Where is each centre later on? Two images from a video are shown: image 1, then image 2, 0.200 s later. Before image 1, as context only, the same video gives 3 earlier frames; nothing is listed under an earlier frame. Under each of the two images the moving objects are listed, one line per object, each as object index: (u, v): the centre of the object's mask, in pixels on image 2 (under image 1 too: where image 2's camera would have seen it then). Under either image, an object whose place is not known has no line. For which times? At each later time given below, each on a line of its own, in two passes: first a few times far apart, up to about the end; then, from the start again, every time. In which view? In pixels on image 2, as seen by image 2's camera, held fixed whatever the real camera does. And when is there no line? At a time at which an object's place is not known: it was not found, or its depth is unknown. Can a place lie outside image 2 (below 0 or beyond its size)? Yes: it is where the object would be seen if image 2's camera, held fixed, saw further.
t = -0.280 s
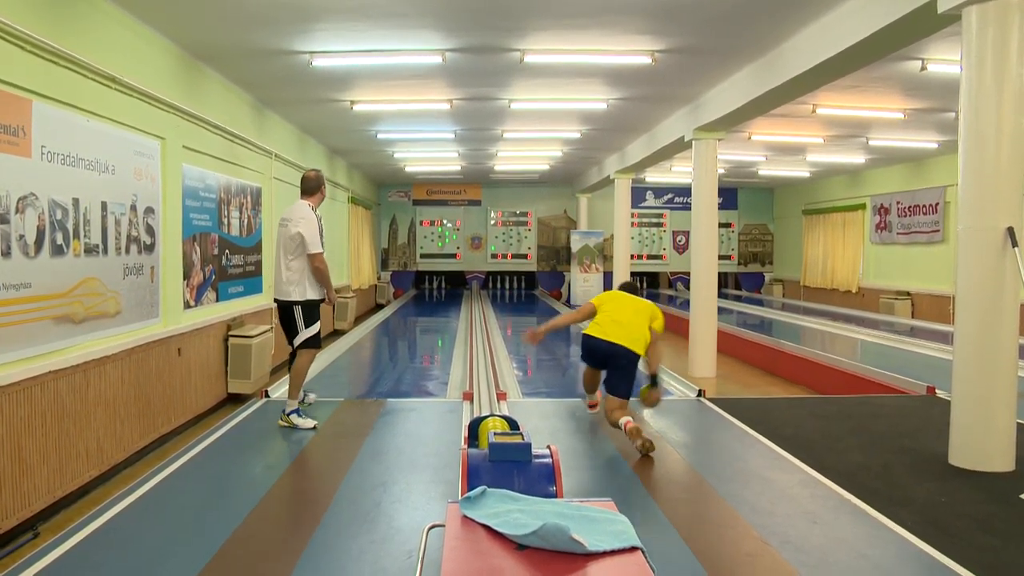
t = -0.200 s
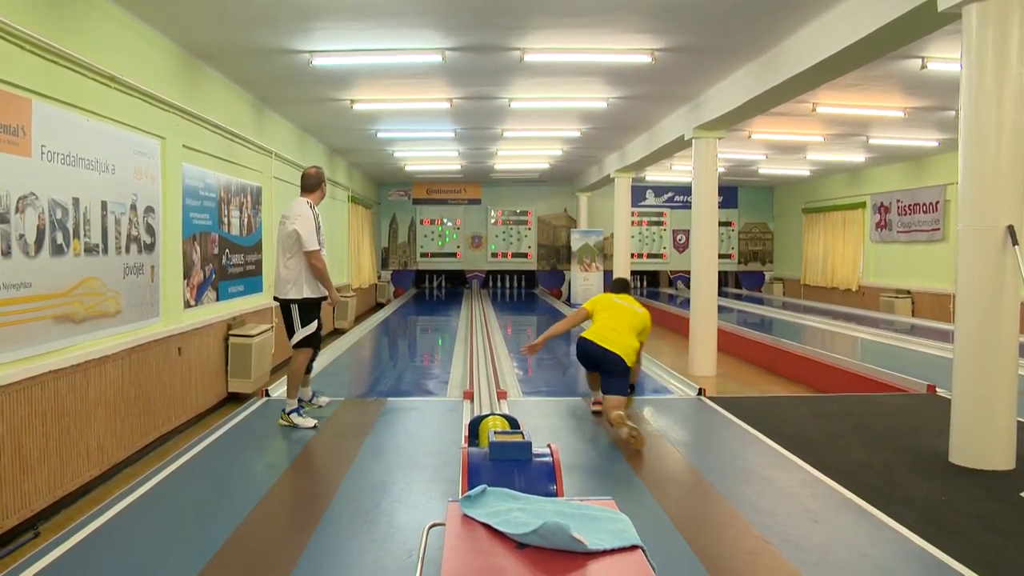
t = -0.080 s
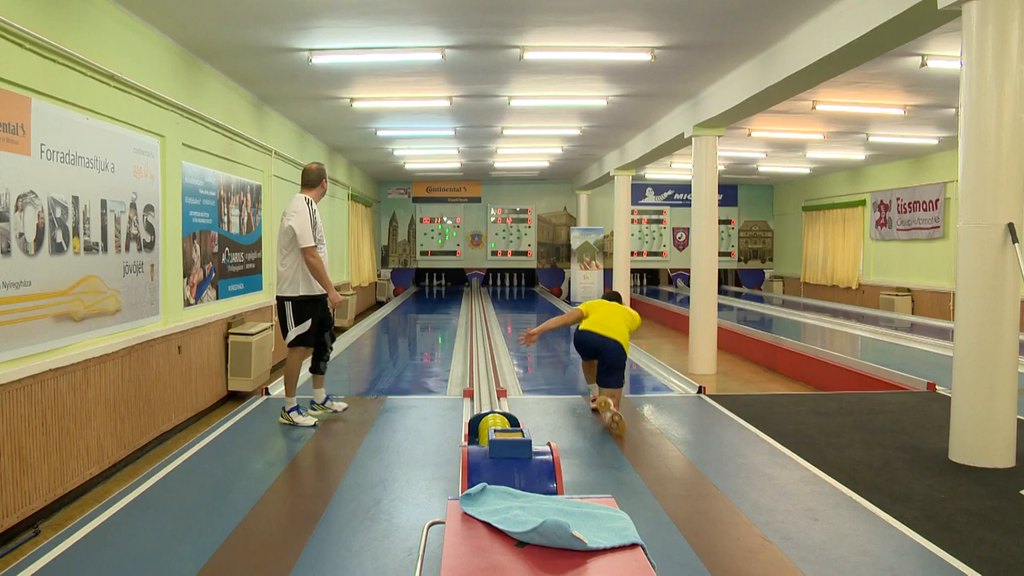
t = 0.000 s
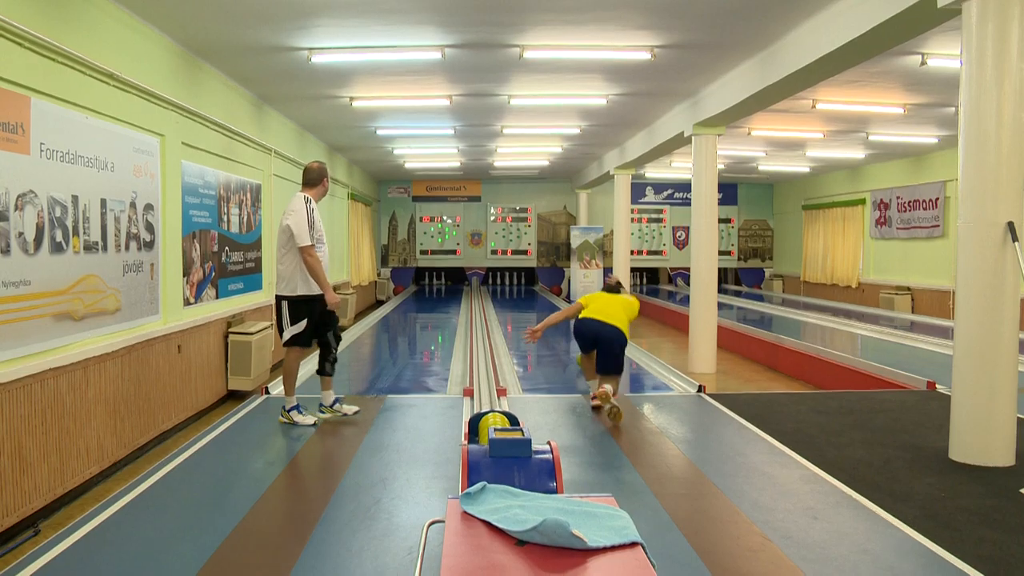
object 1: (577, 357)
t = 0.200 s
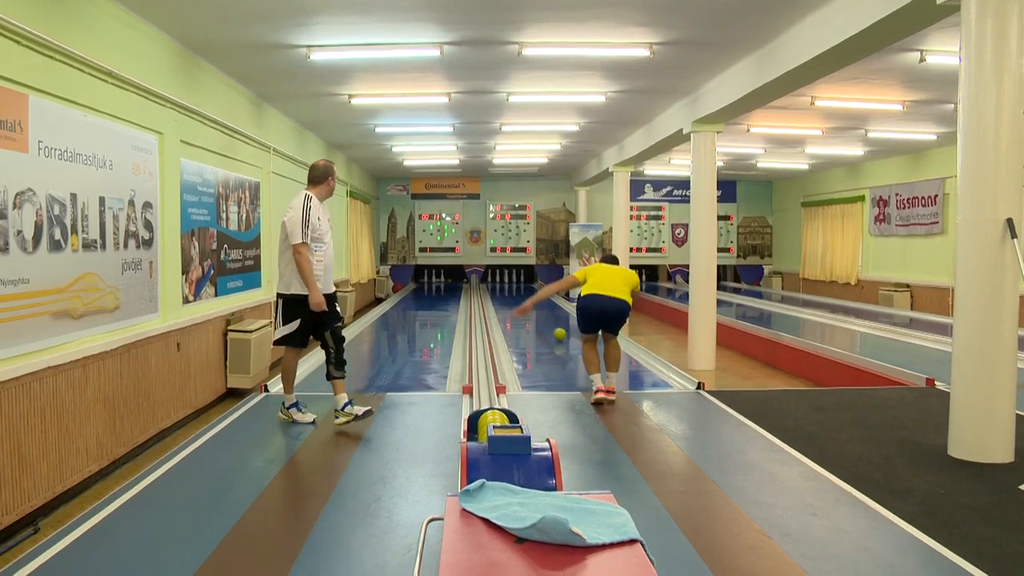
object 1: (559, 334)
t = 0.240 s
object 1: (556, 330)
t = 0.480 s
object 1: (540, 315)
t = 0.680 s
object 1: (530, 305)
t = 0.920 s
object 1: (522, 296)
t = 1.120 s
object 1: (517, 291)
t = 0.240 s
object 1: (556, 330)
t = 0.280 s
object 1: (553, 327)
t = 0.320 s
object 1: (550, 324)
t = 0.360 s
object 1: (547, 322)
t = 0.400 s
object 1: (544, 319)
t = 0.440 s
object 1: (542, 316)
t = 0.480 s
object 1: (540, 315)
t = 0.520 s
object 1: (537, 313)
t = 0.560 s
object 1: (535, 311)
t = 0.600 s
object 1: (533, 309)
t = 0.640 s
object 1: (531, 307)
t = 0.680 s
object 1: (530, 305)
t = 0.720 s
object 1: (528, 304)
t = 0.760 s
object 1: (527, 302)
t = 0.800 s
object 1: (526, 300)
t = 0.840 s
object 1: (524, 299)
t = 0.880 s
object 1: (523, 298)
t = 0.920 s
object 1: (522, 296)
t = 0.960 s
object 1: (521, 295)
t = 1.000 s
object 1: (520, 294)
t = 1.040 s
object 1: (519, 293)
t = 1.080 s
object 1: (518, 292)
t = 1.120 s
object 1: (517, 291)
